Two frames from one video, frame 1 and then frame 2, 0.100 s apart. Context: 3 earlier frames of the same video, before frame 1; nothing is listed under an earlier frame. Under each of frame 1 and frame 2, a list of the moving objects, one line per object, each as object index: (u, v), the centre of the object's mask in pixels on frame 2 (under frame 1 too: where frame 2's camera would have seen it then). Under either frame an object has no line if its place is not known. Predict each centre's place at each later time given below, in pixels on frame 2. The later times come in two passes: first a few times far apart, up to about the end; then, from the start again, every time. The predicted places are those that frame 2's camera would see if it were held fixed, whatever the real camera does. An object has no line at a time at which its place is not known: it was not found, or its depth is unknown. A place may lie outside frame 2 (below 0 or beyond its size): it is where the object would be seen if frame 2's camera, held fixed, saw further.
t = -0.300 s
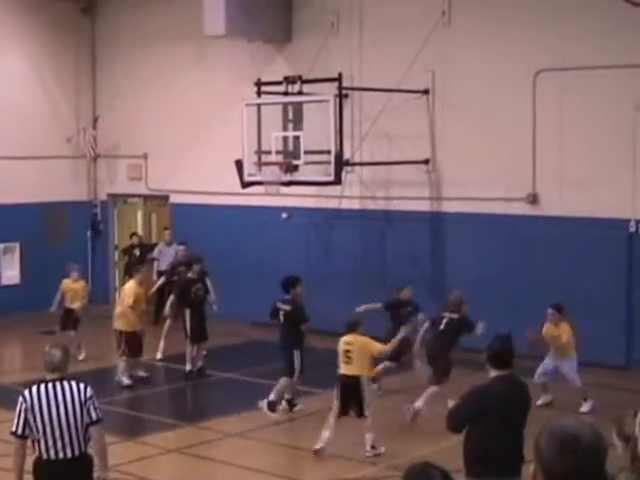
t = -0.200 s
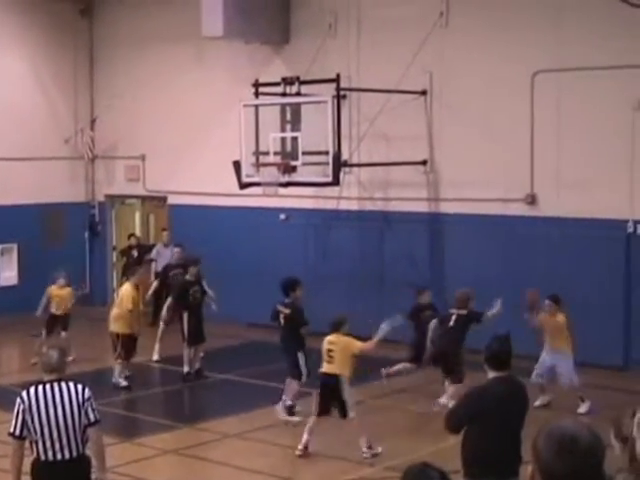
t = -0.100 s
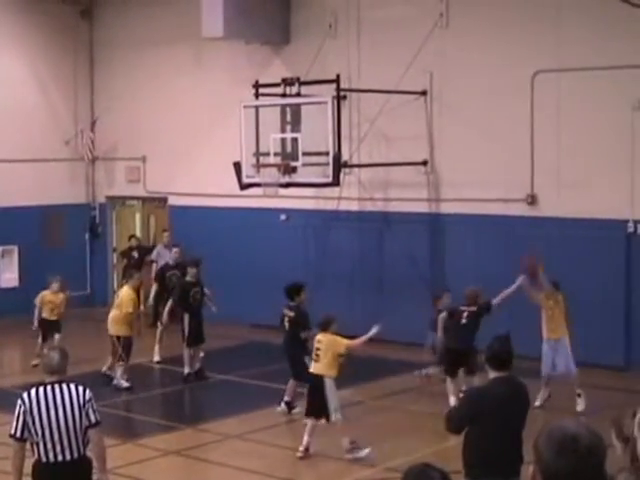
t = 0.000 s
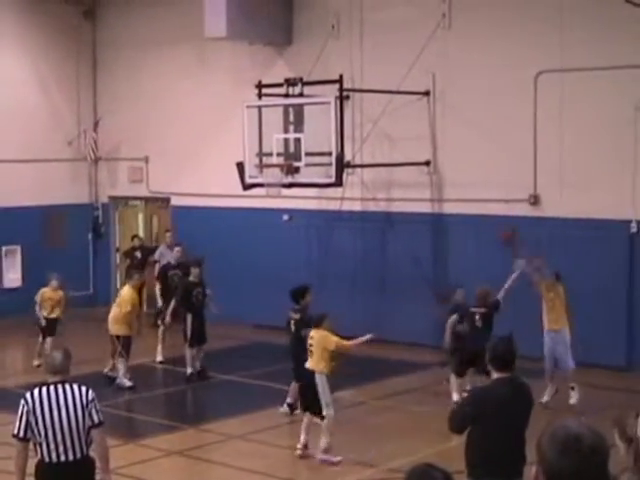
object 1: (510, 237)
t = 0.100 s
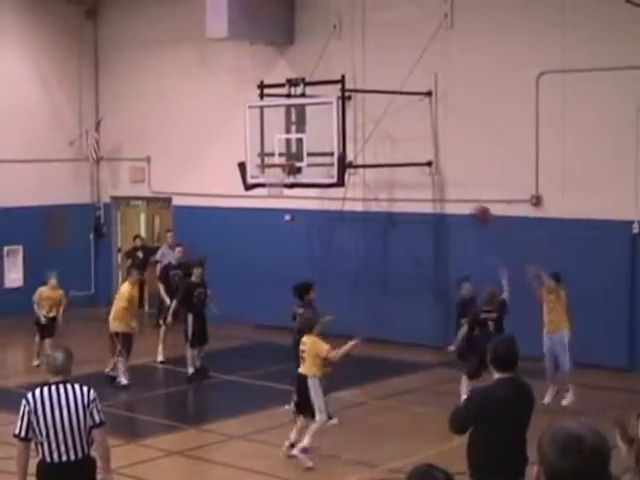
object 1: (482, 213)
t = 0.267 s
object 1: (433, 199)
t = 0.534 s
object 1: (352, 225)
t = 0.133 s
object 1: (472, 210)
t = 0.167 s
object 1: (462, 205)
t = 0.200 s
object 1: (453, 202)
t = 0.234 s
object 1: (442, 201)
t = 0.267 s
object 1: (433, 199)
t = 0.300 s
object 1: (423, 199)
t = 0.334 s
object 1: (413, 199)
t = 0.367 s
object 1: (403, 202)
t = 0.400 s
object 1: (393, 203)
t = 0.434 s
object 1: (384, 207)
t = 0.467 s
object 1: (374, 210)
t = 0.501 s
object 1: (362, 218)
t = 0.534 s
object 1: (352, 225)
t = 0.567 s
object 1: (340, 234)
